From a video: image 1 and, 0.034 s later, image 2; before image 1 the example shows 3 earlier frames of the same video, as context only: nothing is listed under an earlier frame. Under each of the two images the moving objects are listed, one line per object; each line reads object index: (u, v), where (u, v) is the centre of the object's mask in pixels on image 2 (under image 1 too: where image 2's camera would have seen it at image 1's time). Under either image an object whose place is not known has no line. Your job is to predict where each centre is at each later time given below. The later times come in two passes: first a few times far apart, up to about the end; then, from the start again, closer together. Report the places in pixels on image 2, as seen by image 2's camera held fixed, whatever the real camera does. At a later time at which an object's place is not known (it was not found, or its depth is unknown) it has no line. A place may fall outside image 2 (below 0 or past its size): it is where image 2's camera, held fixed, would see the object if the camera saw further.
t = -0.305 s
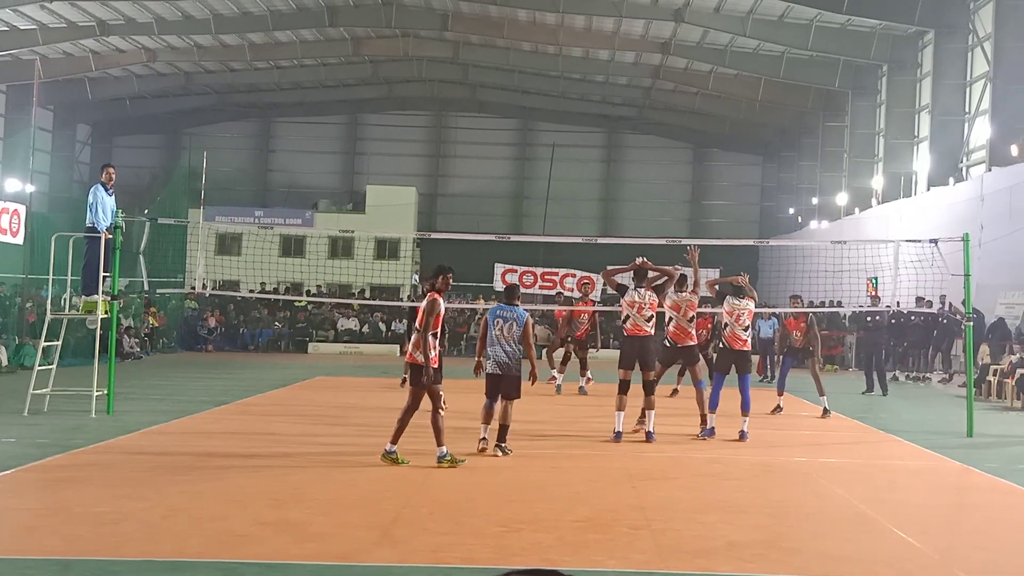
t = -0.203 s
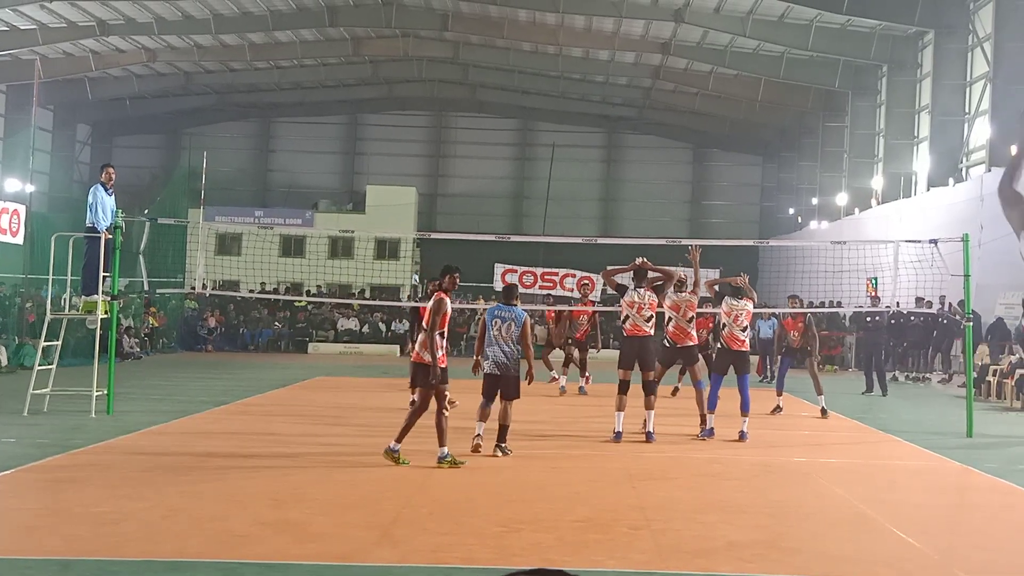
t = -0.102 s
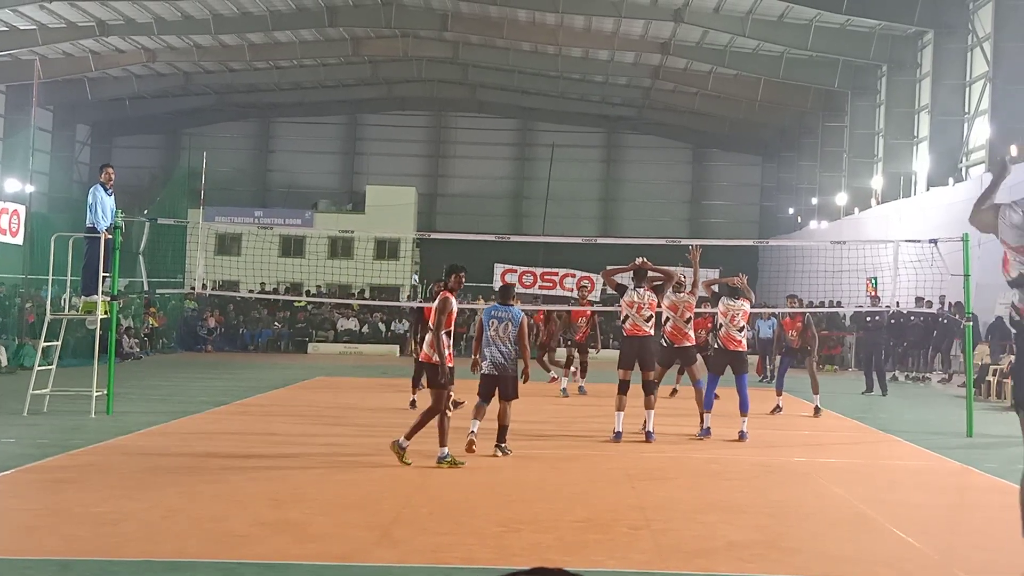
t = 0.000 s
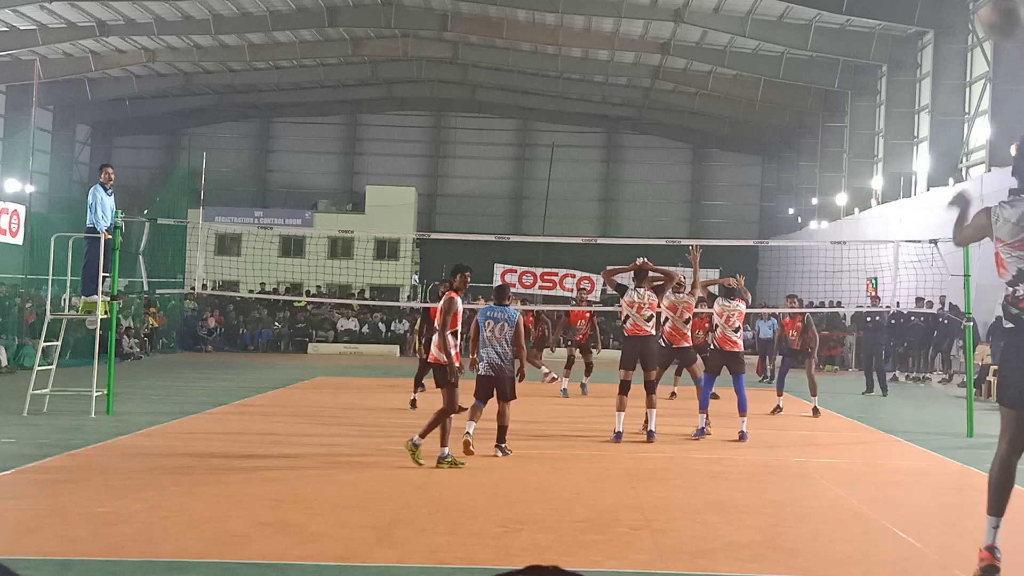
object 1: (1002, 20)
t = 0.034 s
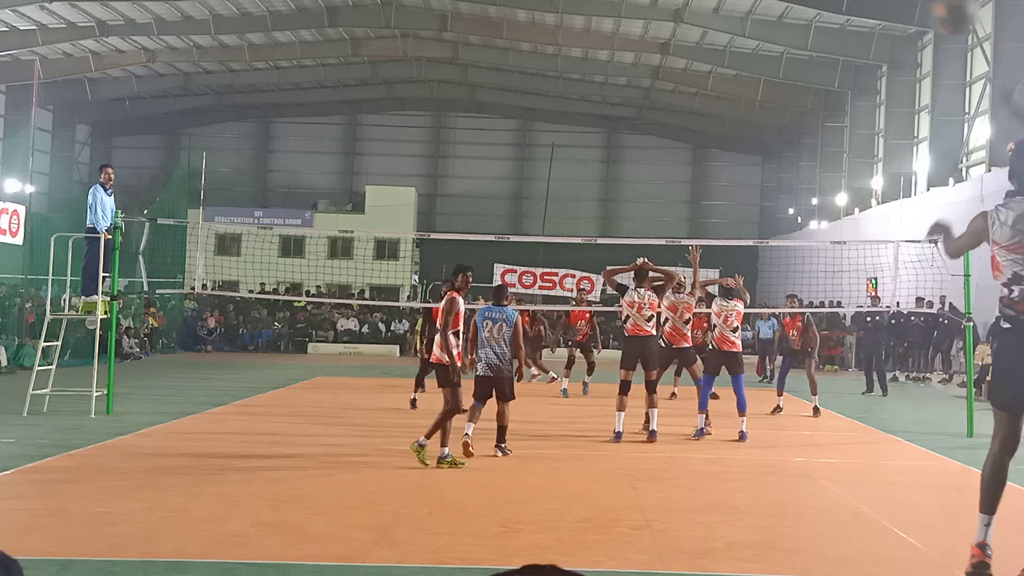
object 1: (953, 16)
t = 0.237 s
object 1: (774, 24)
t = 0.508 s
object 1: (659, 94)
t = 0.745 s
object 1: (597, 175)
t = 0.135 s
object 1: (844, 13)
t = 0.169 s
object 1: (817, 14)
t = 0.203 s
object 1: (794, 19)
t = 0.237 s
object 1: (774, 24)
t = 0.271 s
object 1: (755, 30)
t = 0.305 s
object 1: (738, 38)
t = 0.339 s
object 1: (722, 46)
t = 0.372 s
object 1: (707, 54)
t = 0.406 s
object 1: (695, 63)
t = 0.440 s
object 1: (681, 74)
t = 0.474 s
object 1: (670, 83)
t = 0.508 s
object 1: (659, 94)
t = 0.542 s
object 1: (648, 105)
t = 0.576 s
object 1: (639, 115)
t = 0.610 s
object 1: (629, 127)
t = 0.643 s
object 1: (621, 138)
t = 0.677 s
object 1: (613, 151)
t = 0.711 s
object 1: (605, 163)
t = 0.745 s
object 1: (597, 175)
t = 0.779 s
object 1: (590, 188)
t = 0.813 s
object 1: (583, 201)
